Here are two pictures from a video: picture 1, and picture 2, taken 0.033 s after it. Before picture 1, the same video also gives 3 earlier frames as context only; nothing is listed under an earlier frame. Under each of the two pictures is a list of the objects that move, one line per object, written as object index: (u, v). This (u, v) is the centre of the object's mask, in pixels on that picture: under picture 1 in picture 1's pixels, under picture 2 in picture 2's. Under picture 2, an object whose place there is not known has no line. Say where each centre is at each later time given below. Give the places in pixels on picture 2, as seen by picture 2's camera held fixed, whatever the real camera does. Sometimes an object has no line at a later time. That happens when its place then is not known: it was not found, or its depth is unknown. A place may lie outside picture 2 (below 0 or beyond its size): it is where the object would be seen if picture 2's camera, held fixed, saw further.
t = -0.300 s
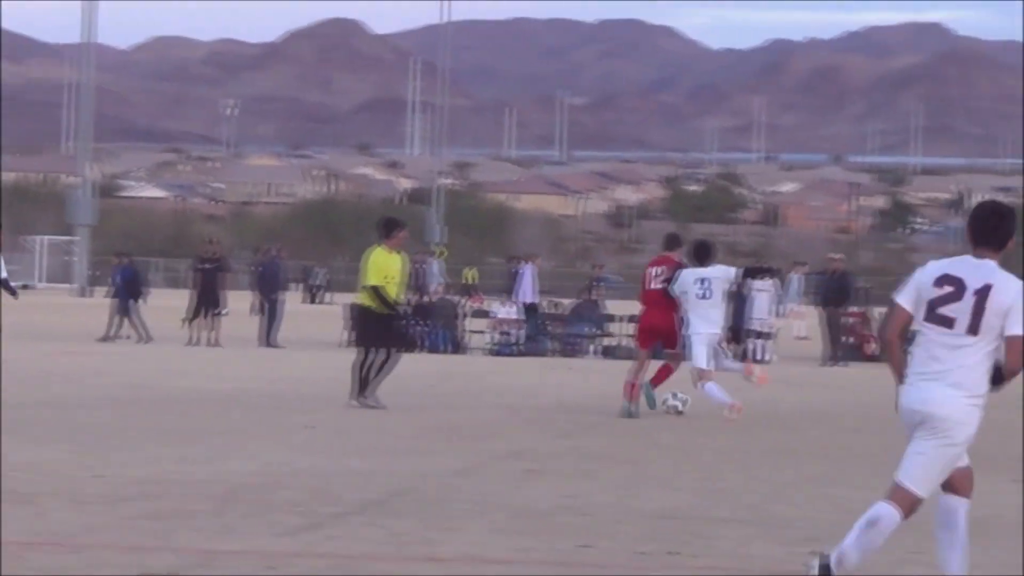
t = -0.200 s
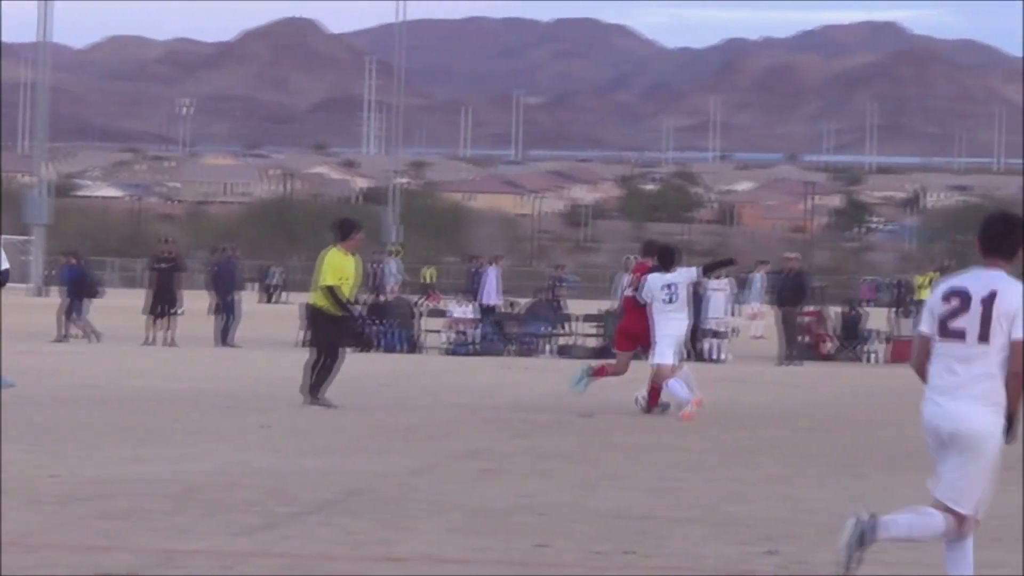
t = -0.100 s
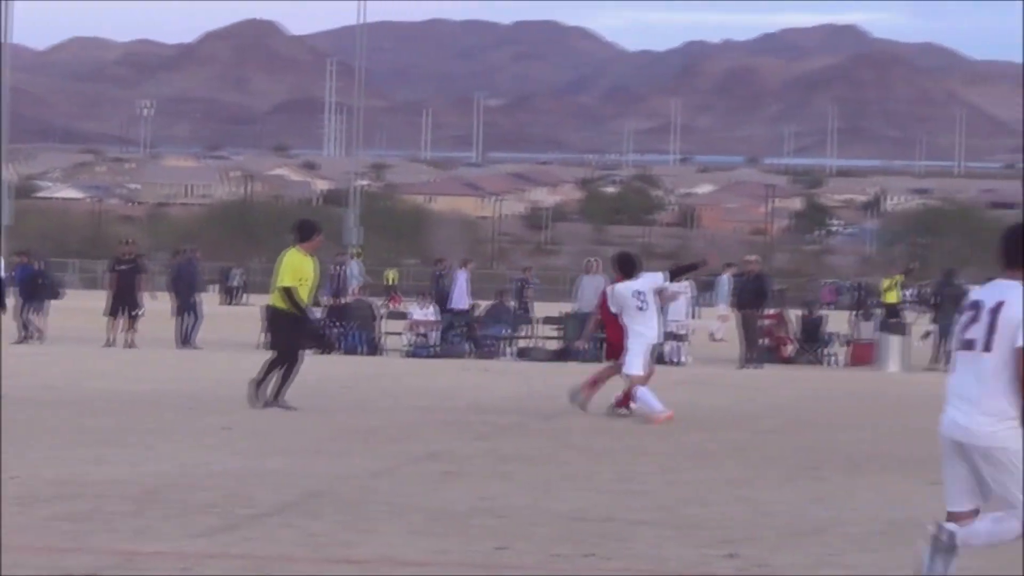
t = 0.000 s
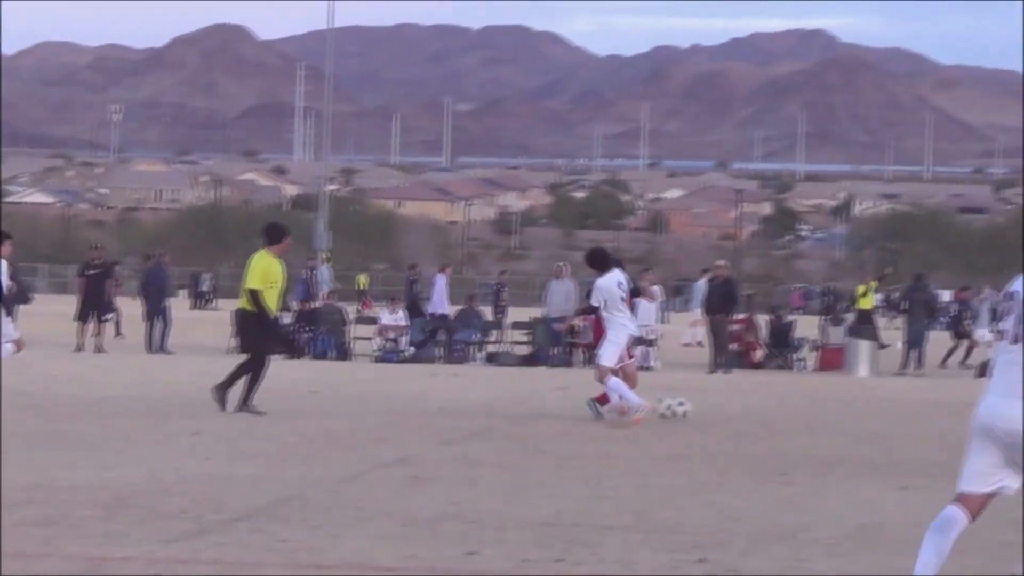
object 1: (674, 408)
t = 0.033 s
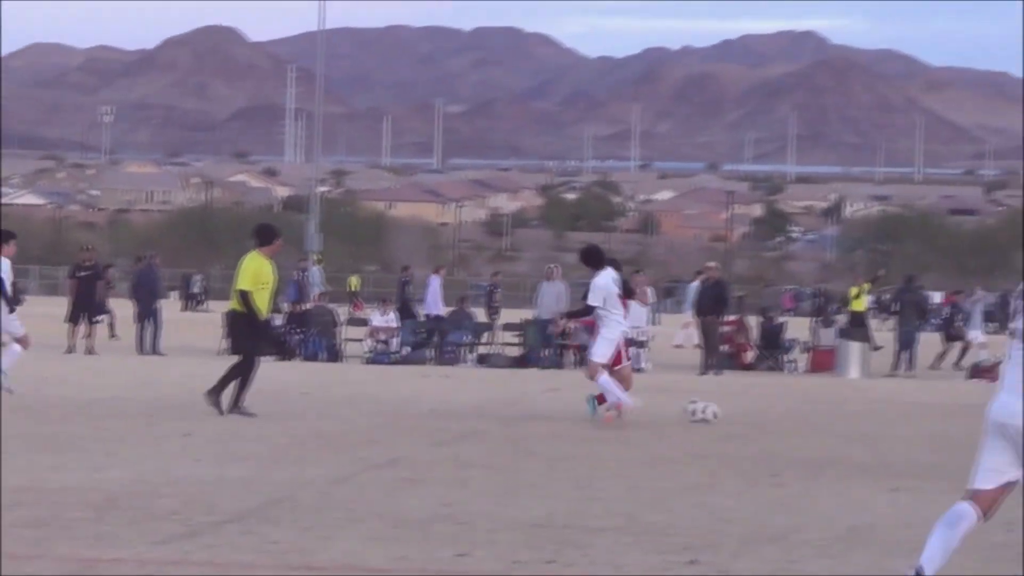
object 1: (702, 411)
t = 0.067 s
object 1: (736, 413)
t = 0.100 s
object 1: (772, 414)
